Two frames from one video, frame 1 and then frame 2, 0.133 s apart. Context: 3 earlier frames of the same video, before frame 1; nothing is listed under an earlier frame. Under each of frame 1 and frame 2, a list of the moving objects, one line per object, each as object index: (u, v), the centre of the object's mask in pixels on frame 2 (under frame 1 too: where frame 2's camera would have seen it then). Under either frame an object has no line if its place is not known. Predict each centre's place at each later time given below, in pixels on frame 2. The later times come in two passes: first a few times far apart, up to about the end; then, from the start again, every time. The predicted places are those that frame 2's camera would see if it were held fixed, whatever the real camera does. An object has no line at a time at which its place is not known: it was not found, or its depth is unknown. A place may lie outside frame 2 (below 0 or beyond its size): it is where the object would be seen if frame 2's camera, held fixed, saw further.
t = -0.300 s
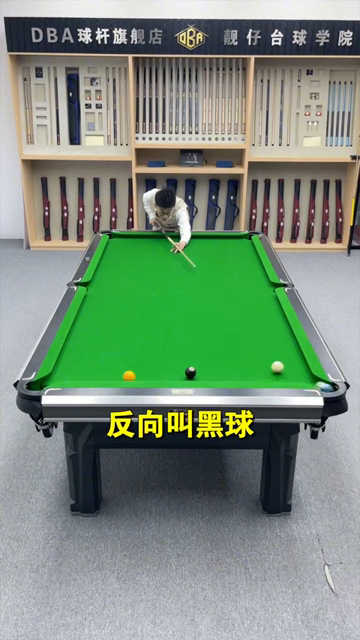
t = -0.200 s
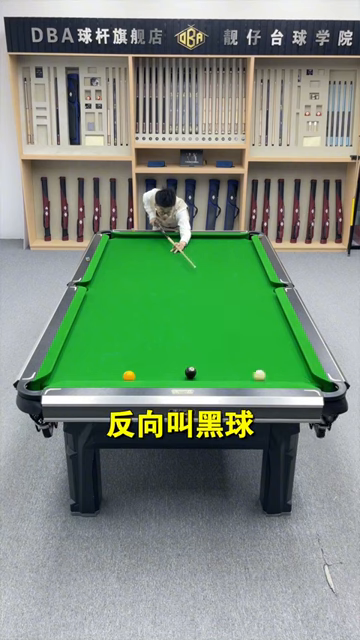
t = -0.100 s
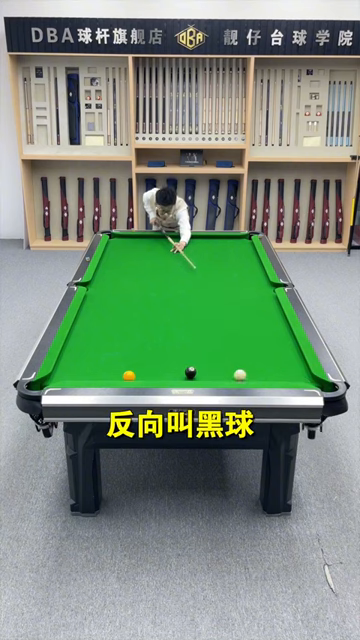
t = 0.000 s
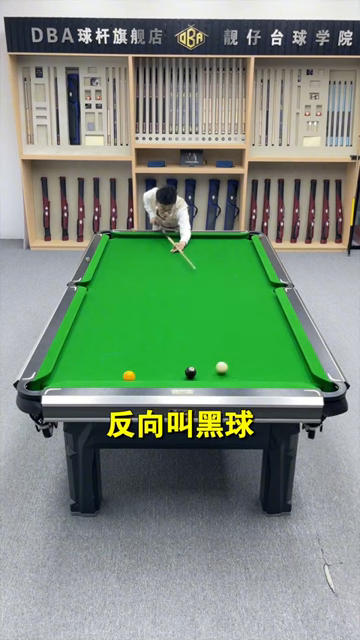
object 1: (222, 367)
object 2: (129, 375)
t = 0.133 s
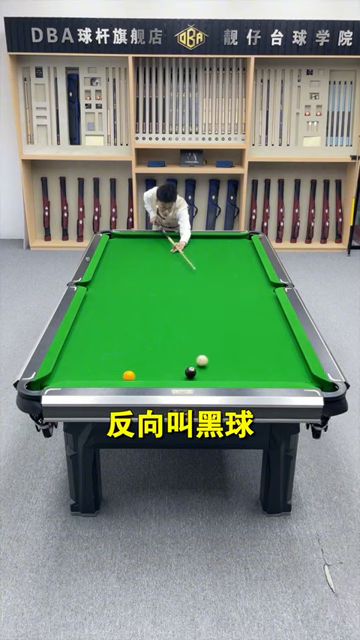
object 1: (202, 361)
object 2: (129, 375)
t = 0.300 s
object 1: (183, 357)
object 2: (129, 375)
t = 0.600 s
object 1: (162, 364)
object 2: (129, 375)
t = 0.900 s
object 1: (143, 372)
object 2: (129, 375)
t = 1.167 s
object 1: (136, 374)
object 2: (119, 377)
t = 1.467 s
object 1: (132, 374)
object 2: (112, 375)
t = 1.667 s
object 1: (130, 375)
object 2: (108, 375)
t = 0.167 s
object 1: (198, 359)
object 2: (129, 375)
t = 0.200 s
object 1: (194, 358)
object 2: (129, 375)
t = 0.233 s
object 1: (190, 358)
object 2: (129, 375)
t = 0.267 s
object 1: (186, 357)
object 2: (129, 375)
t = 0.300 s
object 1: (183, 357)
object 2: (129, 375)
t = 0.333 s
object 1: (181, 358)
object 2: (129, 375)
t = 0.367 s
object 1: (178, 358)
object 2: (129, 375)
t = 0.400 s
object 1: (175, 359)
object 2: (129, 375)
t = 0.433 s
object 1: (173, 359)
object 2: (129, 375)
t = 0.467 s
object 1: (171, 360)
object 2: (129, 375)
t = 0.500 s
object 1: (169, 361)
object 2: (128, 375)
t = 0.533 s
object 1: (167, 362)
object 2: (129, 375)
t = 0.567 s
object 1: (164, 363)
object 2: (129, 375)
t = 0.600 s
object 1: (162, 364)
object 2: (129, 375)
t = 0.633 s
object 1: (160, 365)
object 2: (129, 375)
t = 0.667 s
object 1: (158, 365)
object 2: (129, 375)
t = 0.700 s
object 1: (156, 366)
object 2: (128, 375)
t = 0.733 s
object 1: (153, 367)
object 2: (129, 375)
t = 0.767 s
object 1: (151, 368)
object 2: (129, 375)
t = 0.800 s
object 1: (149, 369)
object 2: (129, 375)
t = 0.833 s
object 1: (147, 370)
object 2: (129, 375)
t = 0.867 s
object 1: (145, 371)
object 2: (129, 375)
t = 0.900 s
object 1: (143, 372)
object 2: (129, 375)
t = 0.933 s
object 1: (140, 373)
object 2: (128, 375)
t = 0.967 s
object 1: (139, 373)
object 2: (128, 376)
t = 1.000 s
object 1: (138, 373)
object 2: (127, 376)
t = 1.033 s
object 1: (138, 373)
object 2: (125, 376)
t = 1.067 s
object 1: (137, 373)
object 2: (123, 377)
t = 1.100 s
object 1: (137, 374)
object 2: (122, 377)
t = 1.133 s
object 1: (136, 374)
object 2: (120, 378)
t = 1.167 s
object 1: (136, 374)
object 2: (119, 377)
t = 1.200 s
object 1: (135, 374)
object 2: (119, 377)
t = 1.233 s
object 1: (135, 374)
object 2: (118, 377)
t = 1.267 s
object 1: (134, 374)
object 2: (117, 376)
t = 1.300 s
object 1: (134, 374)
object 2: (116, 376)
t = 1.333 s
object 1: (133, 374)
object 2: (115, 376)
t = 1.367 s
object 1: (133, 374)
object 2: (114, 376)
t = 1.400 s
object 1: (132, 374)
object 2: (113, 376)
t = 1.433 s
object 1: (132, 374)
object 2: (113, 376)
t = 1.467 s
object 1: (132, 374)
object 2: (112, 375)
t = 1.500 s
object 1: (131, 375)
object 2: (111, 375)
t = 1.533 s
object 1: (131, 375)
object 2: (110, 375)
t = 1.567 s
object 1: (131, 375)
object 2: (110, 375)
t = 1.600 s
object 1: (130, 375)
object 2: (109, 375)
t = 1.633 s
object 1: (130, 375)
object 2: (108, 375)
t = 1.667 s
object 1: (130, 375)
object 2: (108, 375)
